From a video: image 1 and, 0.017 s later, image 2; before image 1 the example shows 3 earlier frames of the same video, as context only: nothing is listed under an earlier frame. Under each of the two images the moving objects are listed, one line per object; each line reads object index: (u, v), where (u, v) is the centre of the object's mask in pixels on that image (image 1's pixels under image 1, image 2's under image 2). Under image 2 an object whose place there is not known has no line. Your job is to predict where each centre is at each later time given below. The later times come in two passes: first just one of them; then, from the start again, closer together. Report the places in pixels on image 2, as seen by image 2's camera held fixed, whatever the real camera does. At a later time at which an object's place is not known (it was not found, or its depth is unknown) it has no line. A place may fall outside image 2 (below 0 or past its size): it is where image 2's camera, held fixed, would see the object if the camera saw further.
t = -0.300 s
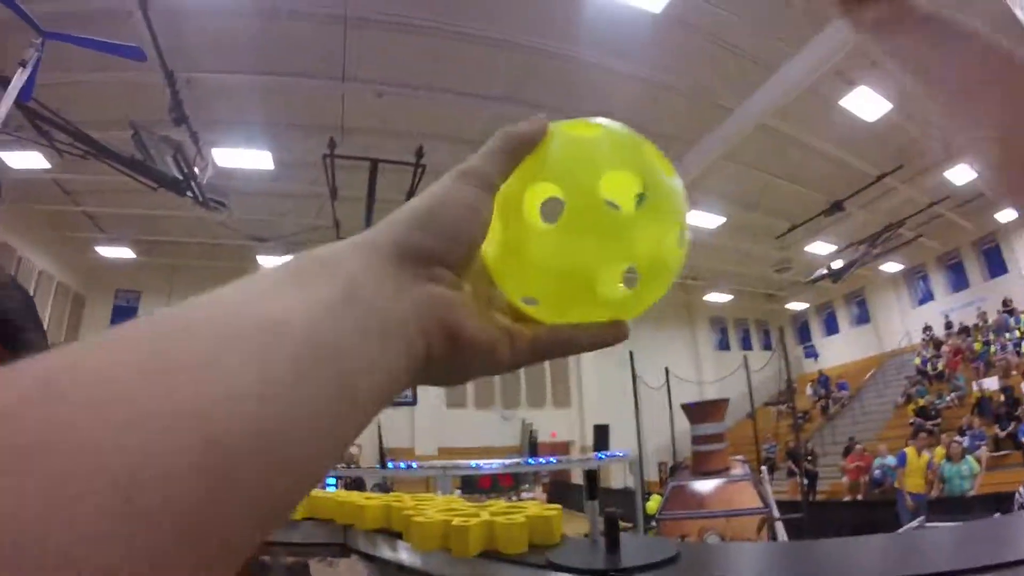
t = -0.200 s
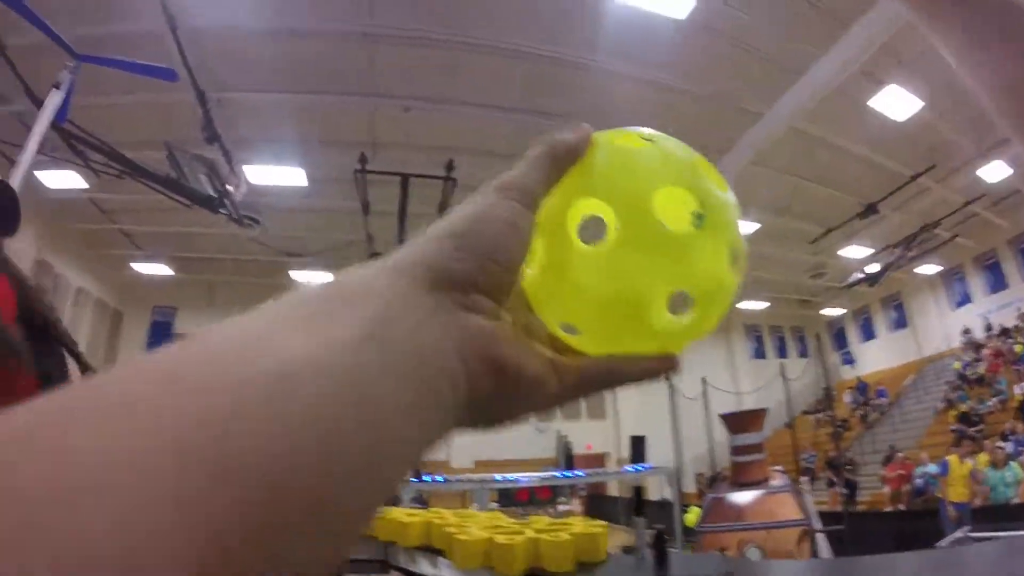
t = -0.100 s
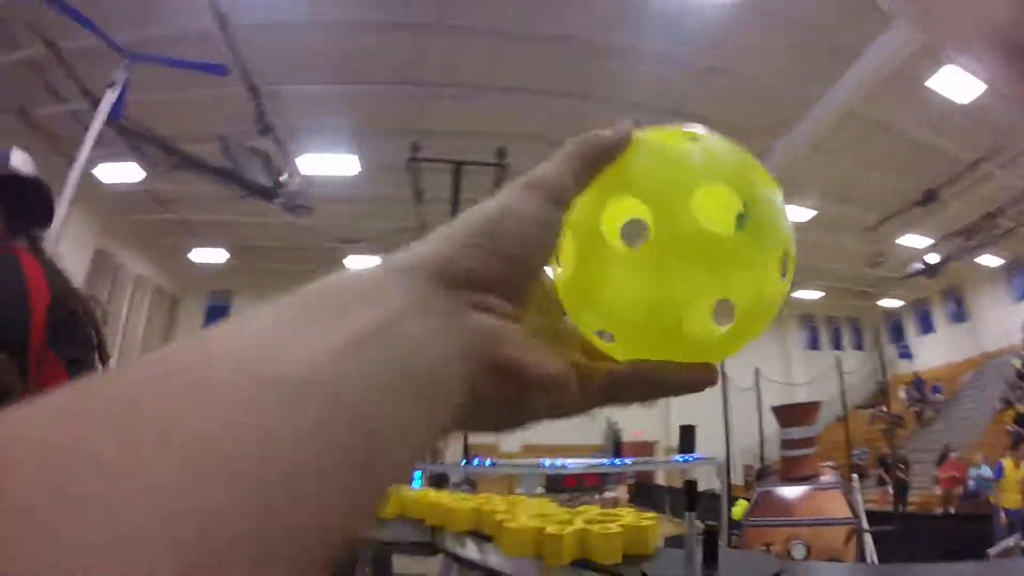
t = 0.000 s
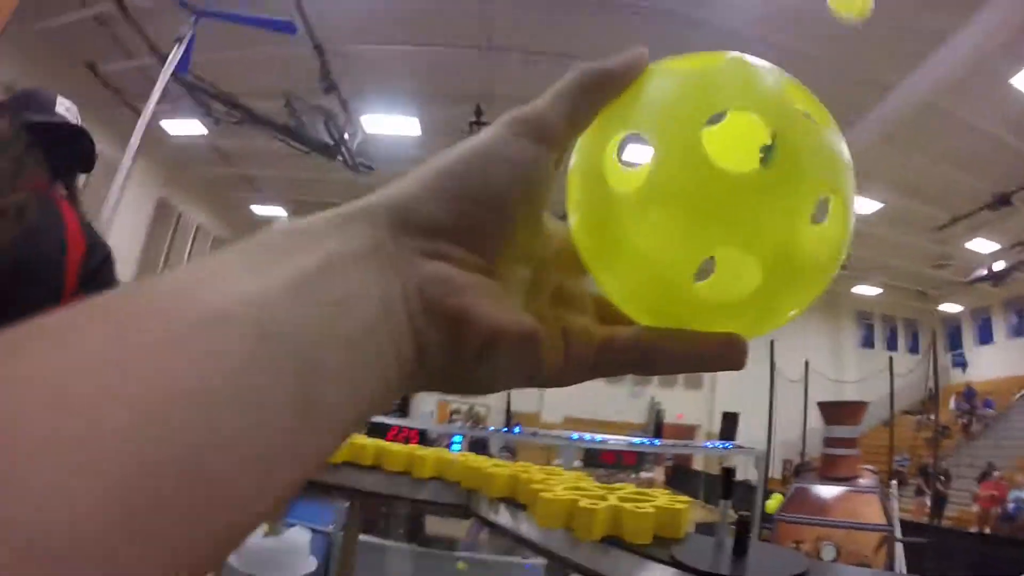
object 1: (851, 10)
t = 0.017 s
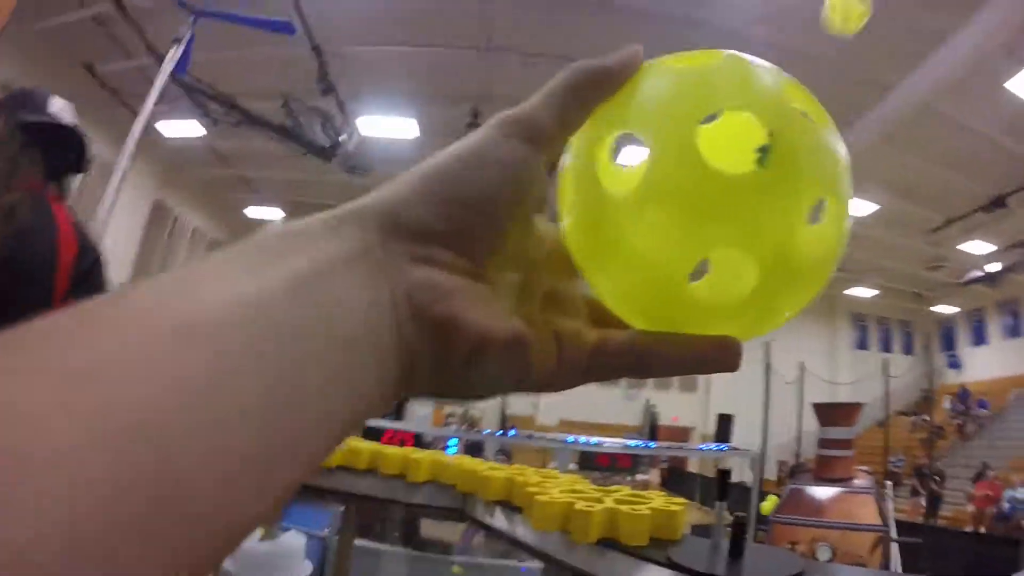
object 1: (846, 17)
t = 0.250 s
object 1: (837, 137)
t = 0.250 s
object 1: (837, 137)
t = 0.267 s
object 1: (837, 145)
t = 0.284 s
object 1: (837, 152)
